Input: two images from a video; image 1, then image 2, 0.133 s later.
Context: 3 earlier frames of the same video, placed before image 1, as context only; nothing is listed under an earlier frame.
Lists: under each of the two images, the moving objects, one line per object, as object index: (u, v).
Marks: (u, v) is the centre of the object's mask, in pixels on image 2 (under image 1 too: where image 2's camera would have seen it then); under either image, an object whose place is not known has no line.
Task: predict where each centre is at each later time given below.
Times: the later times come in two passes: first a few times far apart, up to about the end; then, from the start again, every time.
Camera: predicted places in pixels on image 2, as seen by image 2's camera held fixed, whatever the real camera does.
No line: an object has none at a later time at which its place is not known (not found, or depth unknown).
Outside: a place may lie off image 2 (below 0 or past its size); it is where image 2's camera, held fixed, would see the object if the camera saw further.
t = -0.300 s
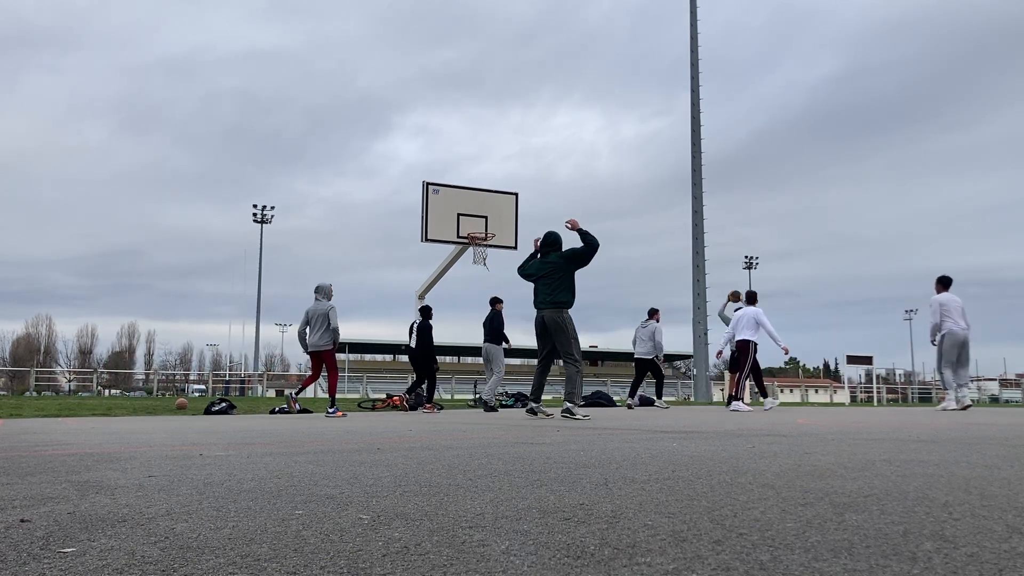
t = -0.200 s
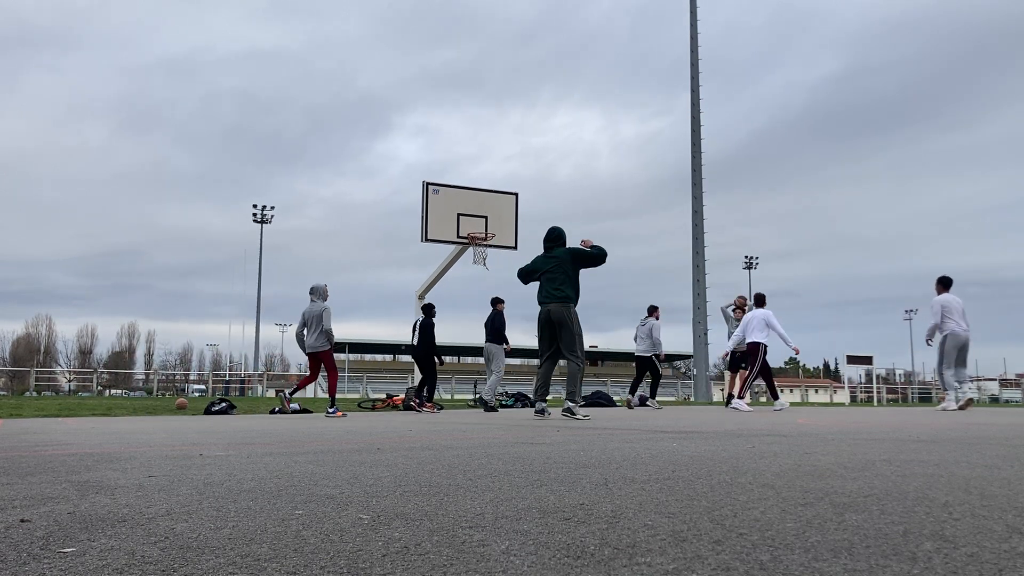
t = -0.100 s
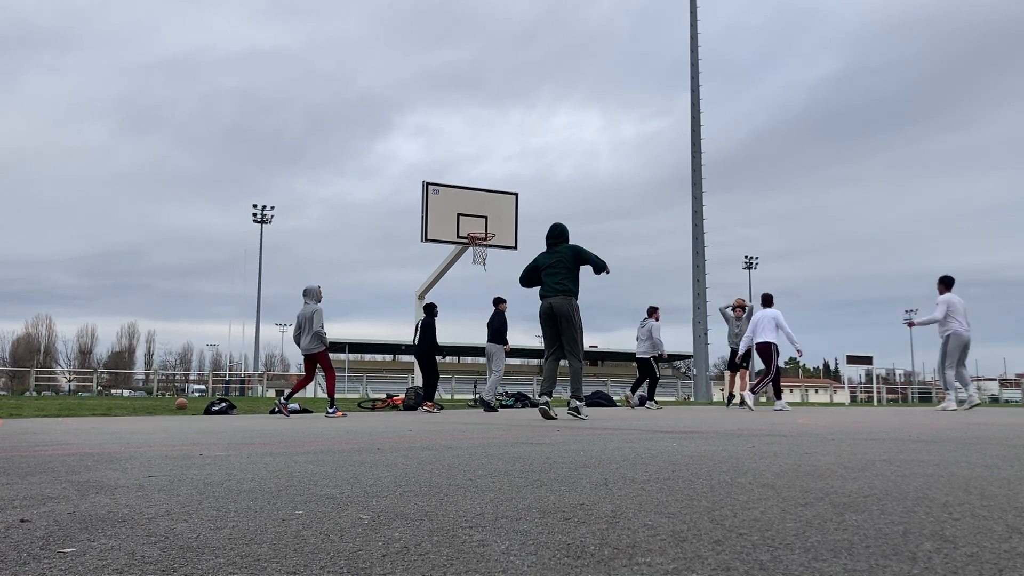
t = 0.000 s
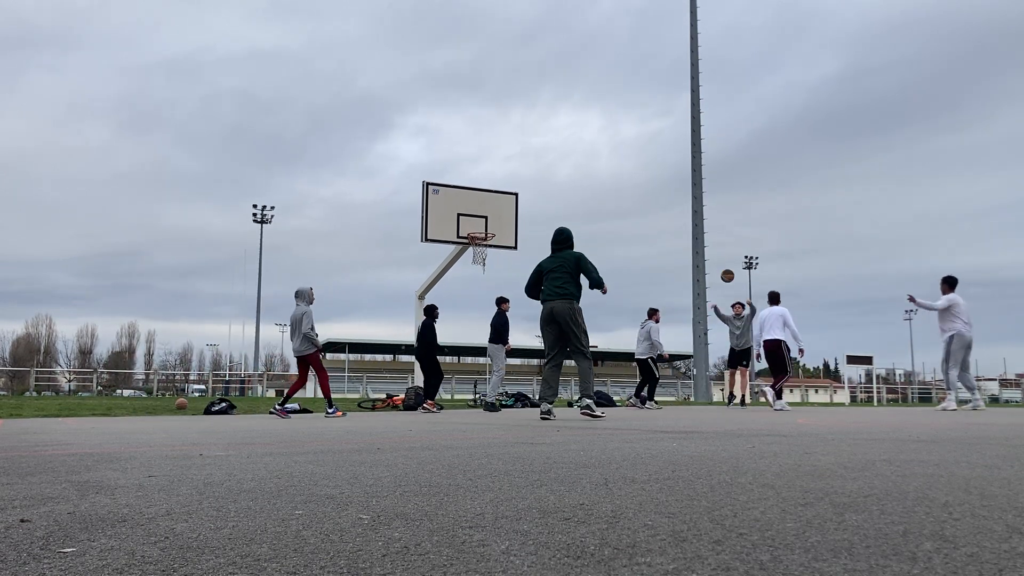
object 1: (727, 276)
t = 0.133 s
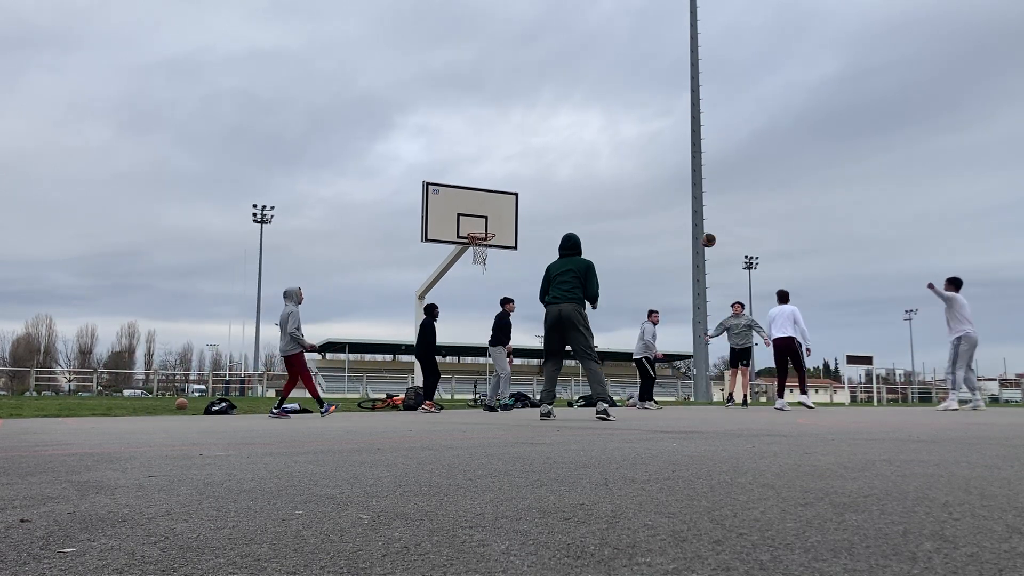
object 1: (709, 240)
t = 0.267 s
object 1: (690, 211)
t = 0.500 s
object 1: (660, 178)
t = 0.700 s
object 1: (632, 176)
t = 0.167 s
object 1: (703, 233)
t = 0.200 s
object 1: (699, 225)
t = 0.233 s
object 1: (694, 218)
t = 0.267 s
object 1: (690, 211)
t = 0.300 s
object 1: (685, 205)
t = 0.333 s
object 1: (681, 199)
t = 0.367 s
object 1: (677, 193)
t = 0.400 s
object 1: (673, 189)
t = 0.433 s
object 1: (668, 184)
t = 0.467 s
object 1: (664, 181)
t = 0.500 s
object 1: (660, 178)
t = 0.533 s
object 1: (655, 176)
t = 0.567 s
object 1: (651, 174)
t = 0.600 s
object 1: (646, 173)
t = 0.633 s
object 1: (641, 174)
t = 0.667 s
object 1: (637, 174)
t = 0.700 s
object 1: (632, 176)
